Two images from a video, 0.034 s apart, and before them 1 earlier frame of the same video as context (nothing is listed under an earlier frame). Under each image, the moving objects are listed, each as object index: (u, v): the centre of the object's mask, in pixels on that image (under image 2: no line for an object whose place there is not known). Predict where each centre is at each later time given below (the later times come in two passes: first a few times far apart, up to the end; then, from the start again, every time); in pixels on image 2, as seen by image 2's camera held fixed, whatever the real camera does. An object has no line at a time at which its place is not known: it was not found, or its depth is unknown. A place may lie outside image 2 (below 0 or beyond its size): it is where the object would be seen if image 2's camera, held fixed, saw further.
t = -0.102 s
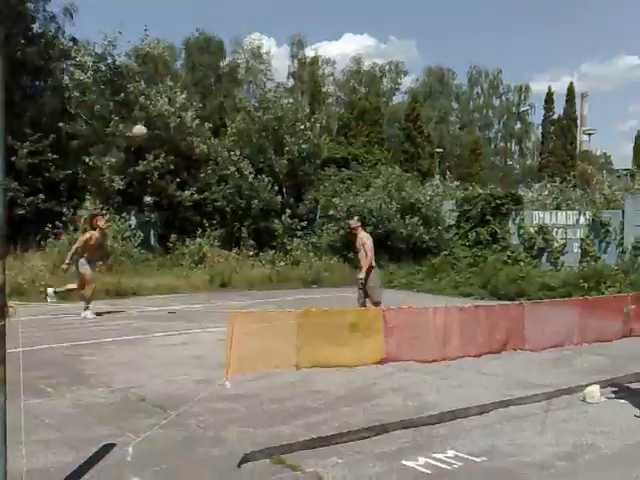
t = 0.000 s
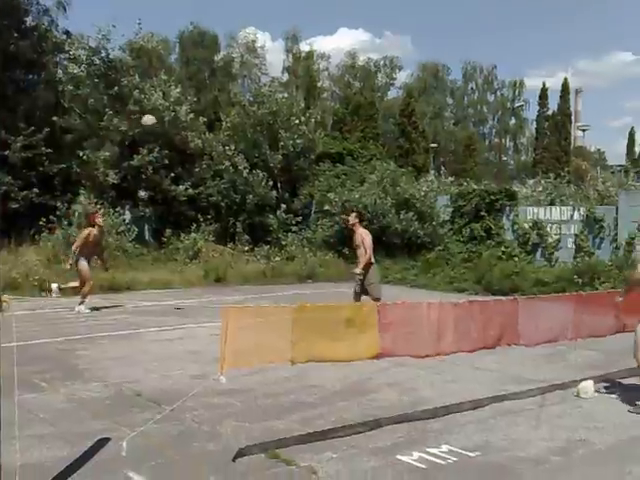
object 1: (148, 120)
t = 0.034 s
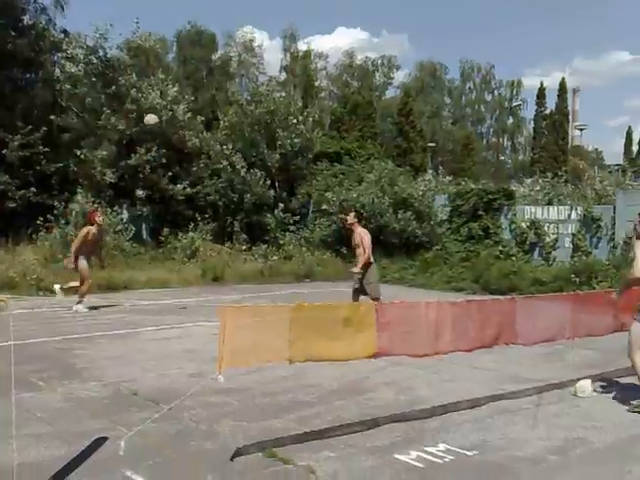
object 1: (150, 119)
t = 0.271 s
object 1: (188, 142)
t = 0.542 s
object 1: (232, 217)
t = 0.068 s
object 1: (155, 120)
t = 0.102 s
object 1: (160, 122)
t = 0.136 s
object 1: (166, 124)
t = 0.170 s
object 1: (172, 127)
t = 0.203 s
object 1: (177, 132)
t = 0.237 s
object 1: (182, 136)
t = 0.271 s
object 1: (188, 142)
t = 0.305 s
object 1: (193, 149)
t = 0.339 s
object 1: (198, 156)
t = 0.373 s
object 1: (204, 164)
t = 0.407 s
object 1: (209, 173)
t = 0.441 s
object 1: (216, 182)
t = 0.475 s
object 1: (221, 194)
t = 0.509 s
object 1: (226, 206)
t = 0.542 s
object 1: (232, 217)
